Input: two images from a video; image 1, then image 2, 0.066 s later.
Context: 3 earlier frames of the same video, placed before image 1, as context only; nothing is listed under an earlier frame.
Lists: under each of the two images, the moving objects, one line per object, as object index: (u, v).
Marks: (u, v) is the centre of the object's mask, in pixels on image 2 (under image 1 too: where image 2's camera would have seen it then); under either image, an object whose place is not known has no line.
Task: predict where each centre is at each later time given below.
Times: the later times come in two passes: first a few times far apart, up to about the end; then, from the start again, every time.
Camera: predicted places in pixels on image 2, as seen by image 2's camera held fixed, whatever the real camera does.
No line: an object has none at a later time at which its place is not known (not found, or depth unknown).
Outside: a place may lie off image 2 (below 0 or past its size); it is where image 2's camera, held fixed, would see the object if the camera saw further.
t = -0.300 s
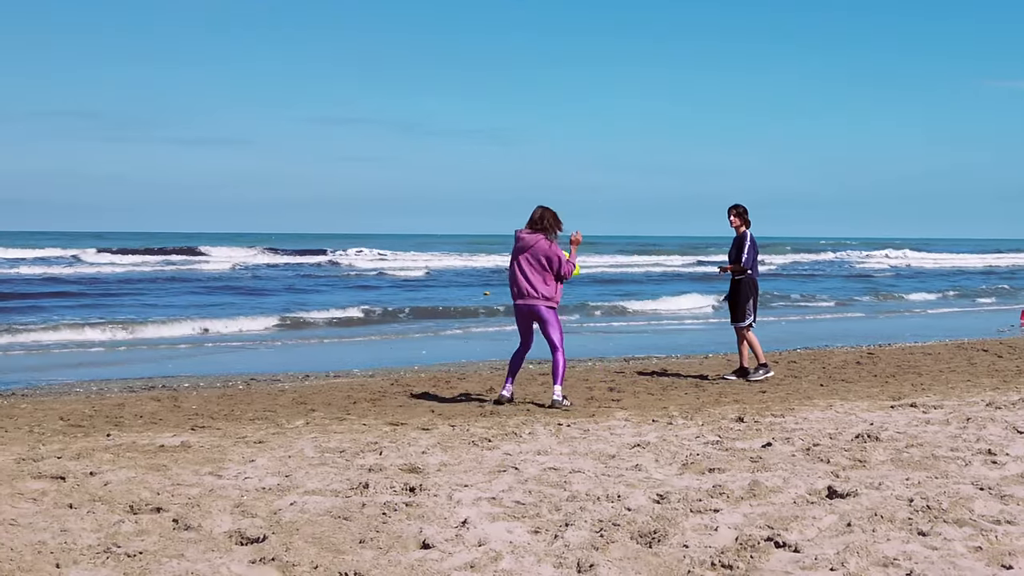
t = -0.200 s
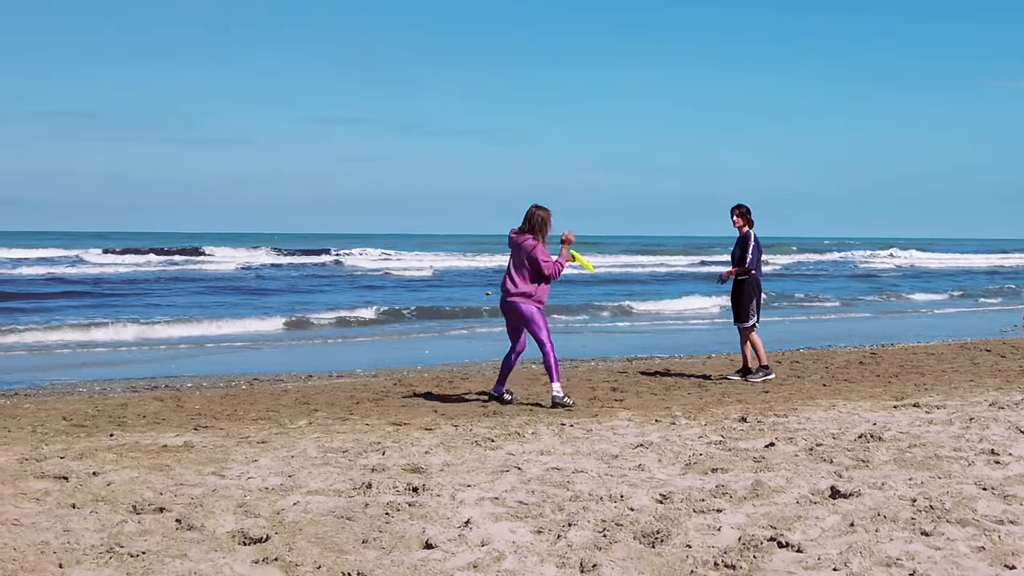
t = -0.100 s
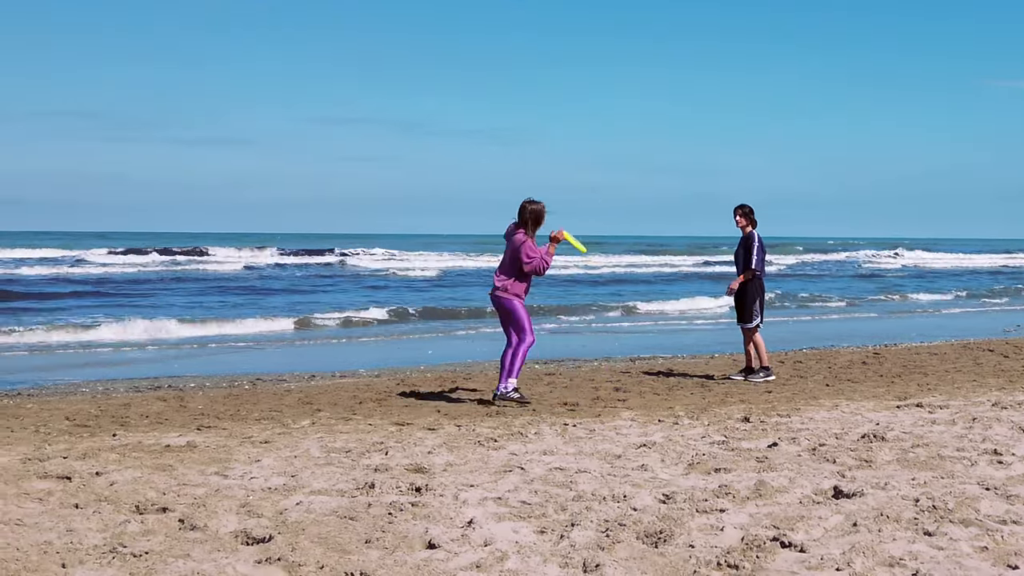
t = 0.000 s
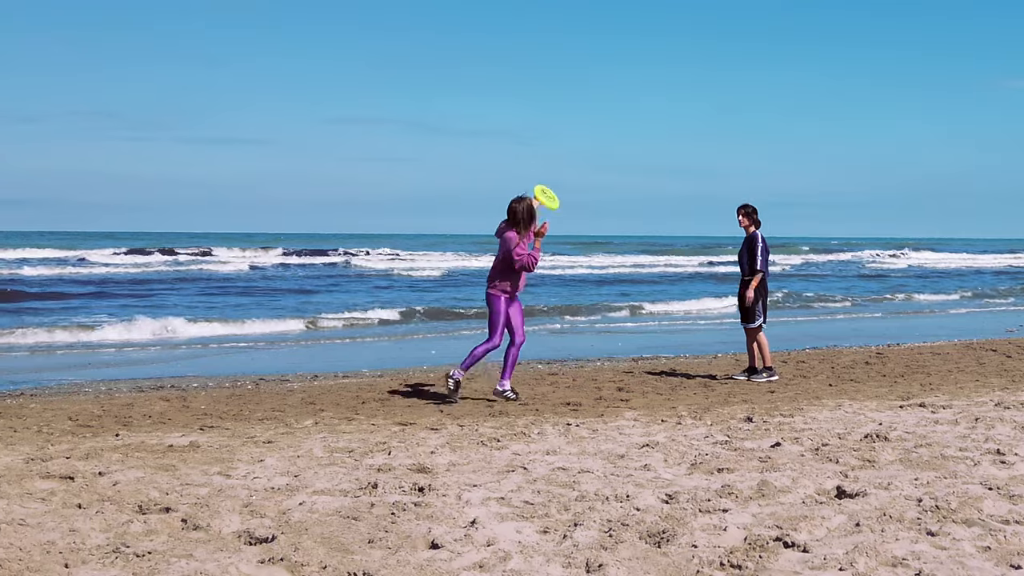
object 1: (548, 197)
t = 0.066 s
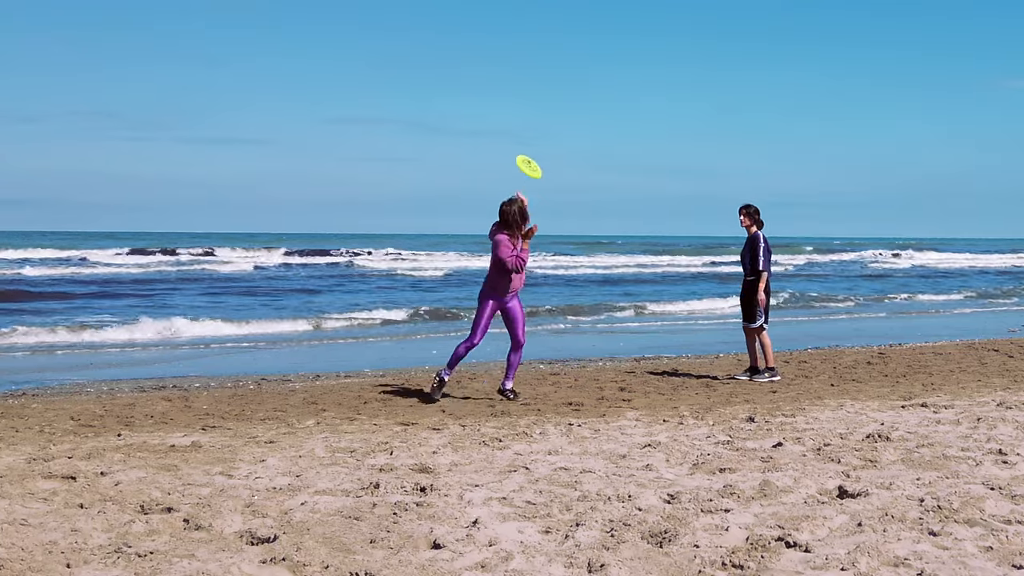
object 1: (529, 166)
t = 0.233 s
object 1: (489, 107)
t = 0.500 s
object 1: (445, 57)
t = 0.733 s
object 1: (420, 58)
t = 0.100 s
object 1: (520, 153)
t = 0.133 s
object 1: (511, 140)
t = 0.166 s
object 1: (503, 128)
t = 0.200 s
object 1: (496, 117)
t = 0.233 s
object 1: (489, 107)
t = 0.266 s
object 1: (482, 98)
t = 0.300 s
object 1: (476, 90)
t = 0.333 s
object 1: (469, 82)
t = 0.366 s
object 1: (464, 76)
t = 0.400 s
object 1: (459, 70)
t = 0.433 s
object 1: (453, 65)
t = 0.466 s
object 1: (449, 61)
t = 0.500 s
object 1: (445, 57)
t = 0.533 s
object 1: (441, 55)
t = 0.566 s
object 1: (436, 53)
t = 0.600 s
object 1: (433, 52)
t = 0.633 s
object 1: (429, 52)
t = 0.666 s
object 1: (426, 53)
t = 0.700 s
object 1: (423, 55)
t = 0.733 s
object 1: (420, 58)
